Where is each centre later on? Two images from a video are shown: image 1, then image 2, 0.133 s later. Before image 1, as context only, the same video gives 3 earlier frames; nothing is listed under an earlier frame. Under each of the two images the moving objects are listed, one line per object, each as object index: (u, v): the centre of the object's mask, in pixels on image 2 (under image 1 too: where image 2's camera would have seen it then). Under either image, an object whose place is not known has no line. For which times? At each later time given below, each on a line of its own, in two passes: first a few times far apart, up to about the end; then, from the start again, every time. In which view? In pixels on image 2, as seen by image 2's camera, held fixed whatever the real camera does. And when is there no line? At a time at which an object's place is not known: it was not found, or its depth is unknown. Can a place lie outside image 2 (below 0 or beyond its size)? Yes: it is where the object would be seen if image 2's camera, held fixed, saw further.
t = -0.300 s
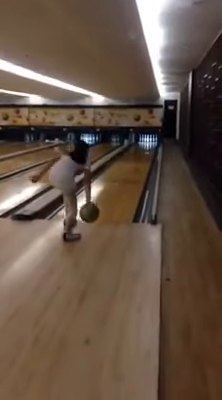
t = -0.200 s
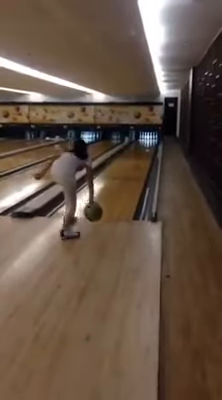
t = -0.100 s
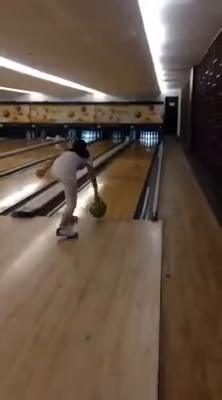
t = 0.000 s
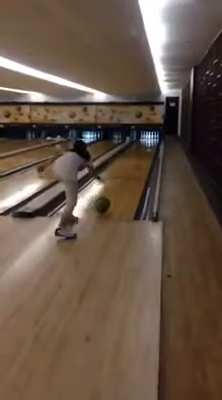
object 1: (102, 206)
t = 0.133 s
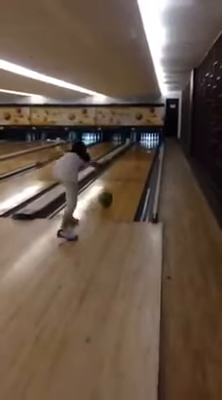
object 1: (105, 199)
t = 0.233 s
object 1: (108, 194)
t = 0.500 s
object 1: (113, 183)
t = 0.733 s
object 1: (117, 175)
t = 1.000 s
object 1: (119, 171)
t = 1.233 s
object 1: (122, 165)
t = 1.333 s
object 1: (122, 165)
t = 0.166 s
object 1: (106, 197)
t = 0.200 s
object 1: (107, 195)
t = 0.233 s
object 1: (108, 194)
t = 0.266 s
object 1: (108, 192)
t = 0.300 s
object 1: (109, 190)
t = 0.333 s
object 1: (110, 189)
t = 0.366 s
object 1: (111, 188)
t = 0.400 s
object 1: (111, 187)
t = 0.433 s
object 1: (112, 185)
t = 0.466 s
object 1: (113, 184)
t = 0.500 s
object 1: (113, 183)
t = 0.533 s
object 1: (114, 182)
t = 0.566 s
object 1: (114, 180)
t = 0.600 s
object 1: (115, 179)
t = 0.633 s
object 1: (115, 178)
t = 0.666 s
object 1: (116, 178)
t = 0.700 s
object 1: (116, 176)
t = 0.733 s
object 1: (117, 175)
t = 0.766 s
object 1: (117, 175)
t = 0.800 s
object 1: (117, 174)
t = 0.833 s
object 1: (118, 174)
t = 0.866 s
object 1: (118, 173)
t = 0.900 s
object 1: (118, 172)
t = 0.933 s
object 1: (118, 172)
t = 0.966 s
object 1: (119, 171)
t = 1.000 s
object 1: (119, 171)
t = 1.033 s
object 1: (119, 170)
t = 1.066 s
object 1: (120, 169)
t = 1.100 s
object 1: (120, 169)
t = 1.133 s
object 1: (121, 167)
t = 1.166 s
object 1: (121, 167)
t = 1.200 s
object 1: (121, 167)
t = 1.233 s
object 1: (122, 165)
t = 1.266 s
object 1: (122, 165)
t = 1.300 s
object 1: (122, 165)
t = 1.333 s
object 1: (122, 165)
